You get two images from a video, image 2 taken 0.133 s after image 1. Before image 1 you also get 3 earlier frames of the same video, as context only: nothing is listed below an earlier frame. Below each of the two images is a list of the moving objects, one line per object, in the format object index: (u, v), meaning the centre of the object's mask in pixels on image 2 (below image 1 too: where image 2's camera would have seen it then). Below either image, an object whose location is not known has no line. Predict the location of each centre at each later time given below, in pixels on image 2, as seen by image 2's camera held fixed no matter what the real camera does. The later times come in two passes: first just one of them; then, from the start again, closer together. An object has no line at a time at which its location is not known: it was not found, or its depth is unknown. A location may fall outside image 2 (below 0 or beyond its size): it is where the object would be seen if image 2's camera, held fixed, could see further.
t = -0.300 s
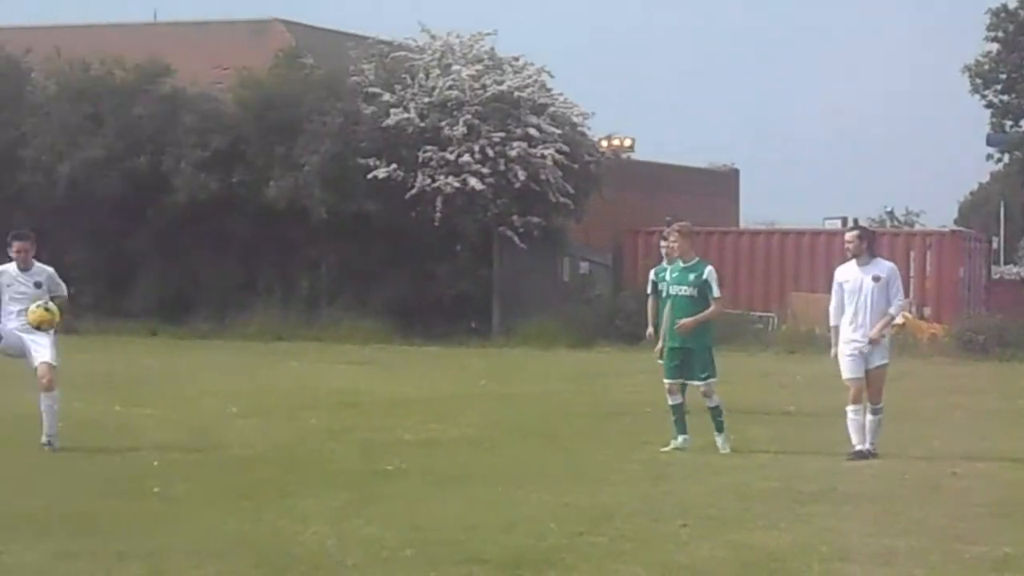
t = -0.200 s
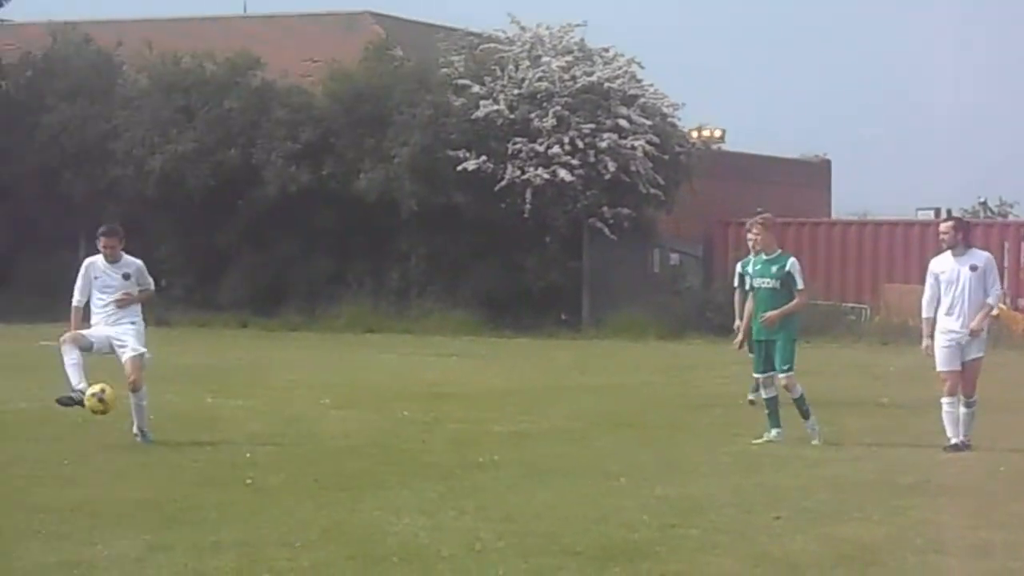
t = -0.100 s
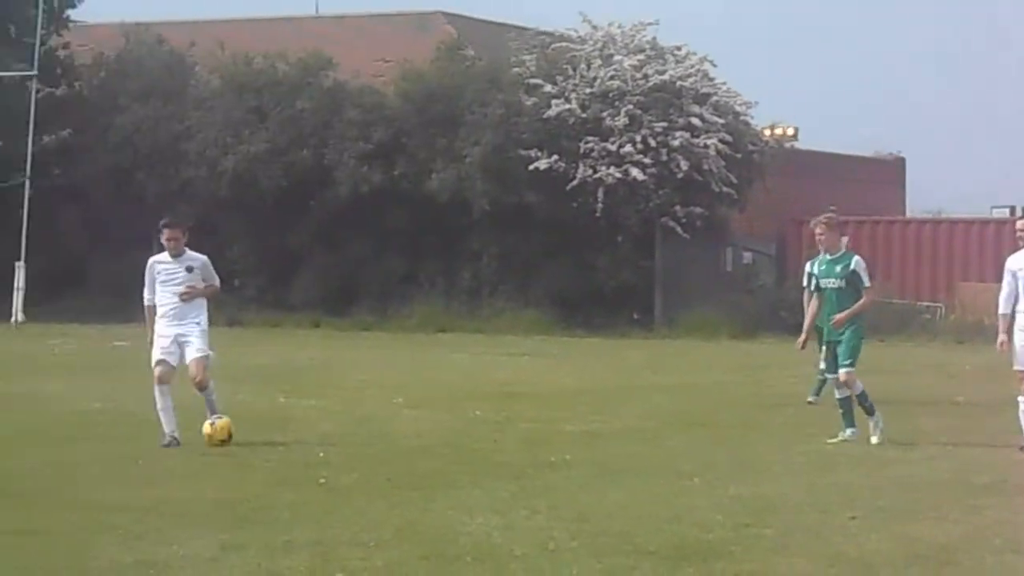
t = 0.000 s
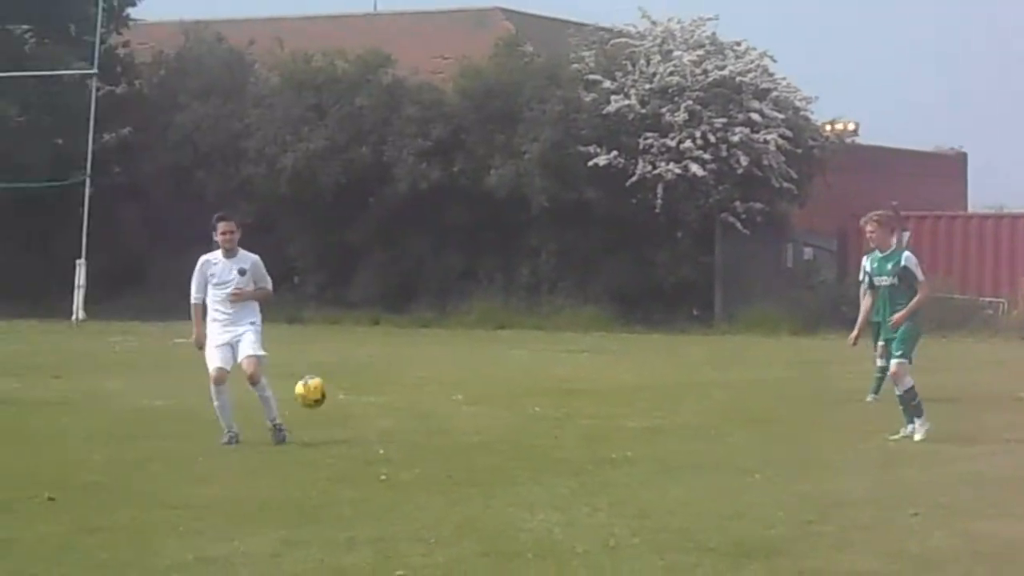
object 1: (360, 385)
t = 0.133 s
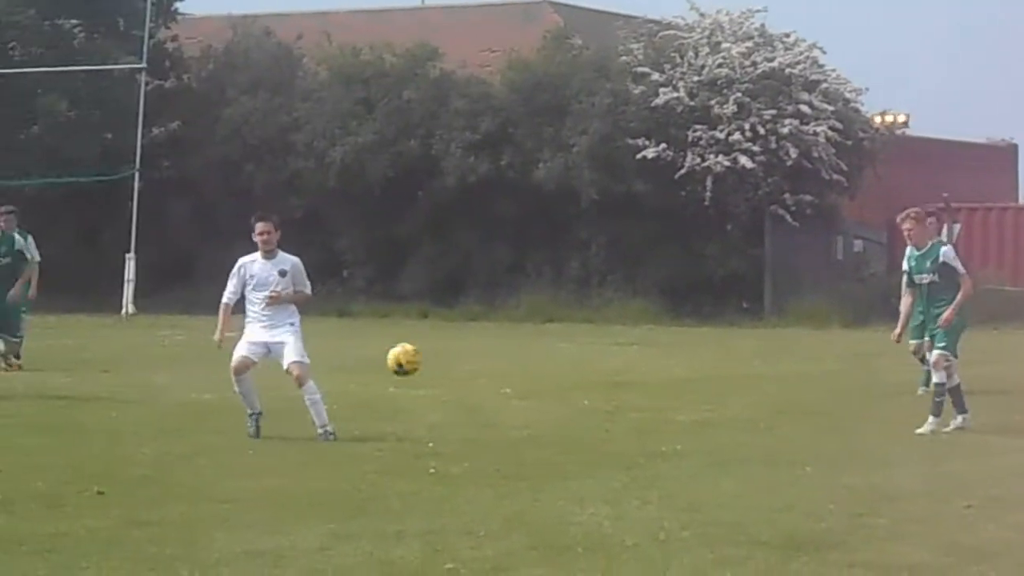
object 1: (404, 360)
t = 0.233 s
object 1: (436, 360)
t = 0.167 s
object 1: (414, 358)
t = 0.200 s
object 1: (425, 359)
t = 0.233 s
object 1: (436, 360)
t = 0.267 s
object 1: (448, 364)
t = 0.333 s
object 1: (472, 376)
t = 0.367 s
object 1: (484, 385)
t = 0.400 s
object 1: (497, 397)
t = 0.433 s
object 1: (508, 409)
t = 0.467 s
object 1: (523, 425)
